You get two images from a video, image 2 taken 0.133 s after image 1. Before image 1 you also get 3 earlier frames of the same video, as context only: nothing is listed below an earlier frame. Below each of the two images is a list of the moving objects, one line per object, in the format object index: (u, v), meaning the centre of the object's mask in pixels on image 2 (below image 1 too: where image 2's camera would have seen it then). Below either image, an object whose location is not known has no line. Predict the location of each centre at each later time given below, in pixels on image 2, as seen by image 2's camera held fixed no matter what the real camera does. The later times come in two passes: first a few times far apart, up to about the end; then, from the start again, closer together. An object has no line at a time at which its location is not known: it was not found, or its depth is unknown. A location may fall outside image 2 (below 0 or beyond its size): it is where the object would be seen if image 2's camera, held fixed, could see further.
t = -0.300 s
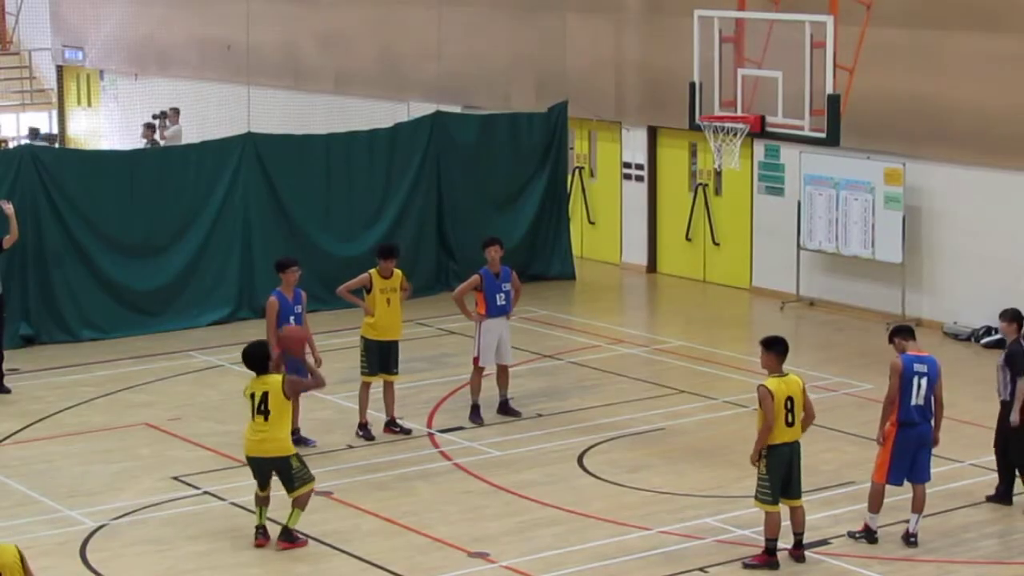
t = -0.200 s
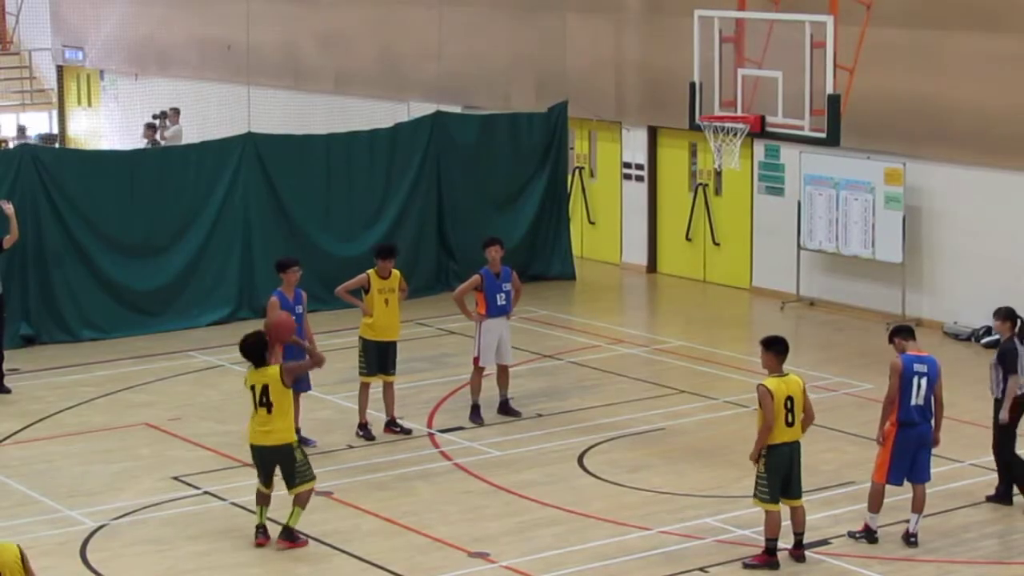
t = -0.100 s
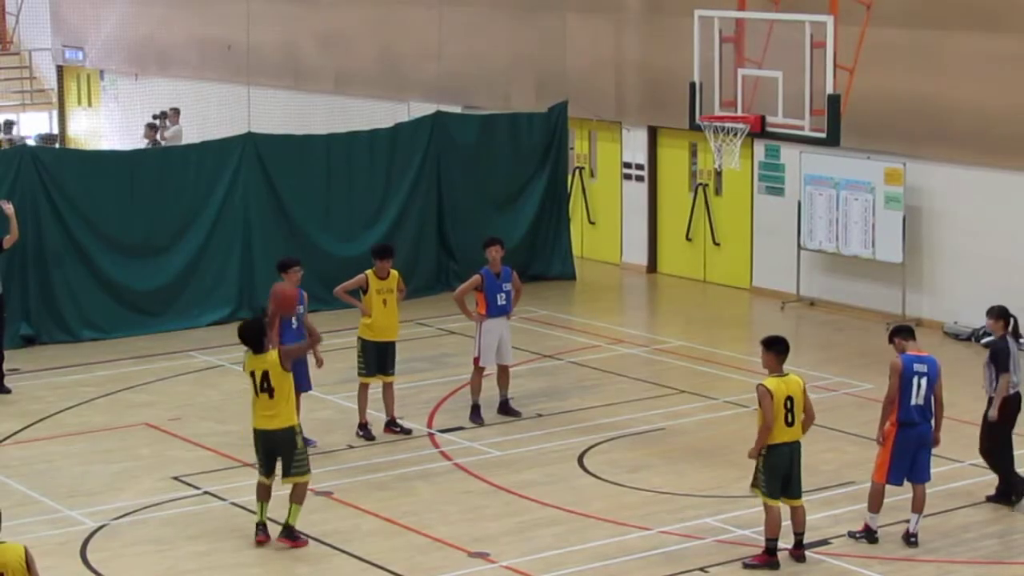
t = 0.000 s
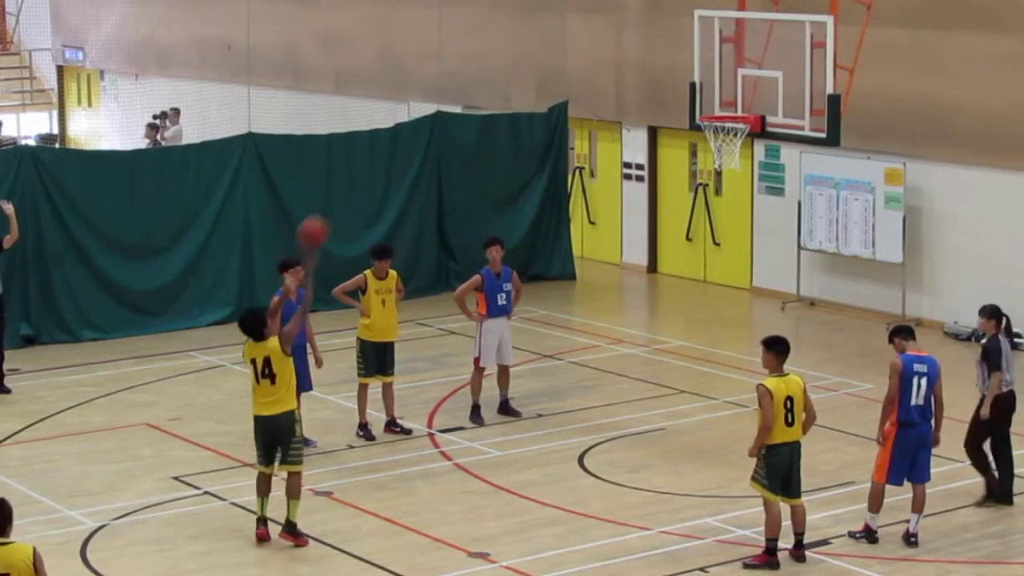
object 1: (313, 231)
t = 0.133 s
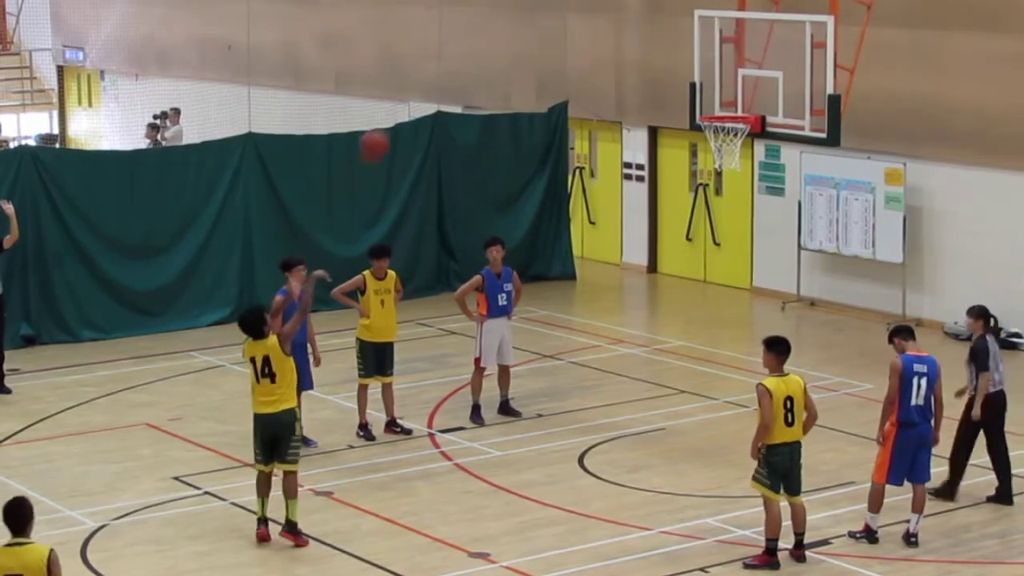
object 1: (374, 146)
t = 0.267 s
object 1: (434, 81)
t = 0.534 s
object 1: (548, 22)
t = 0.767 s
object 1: (642, 38)
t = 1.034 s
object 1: (732, 110)
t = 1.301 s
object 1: (709, 146)
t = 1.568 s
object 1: (680, 206)
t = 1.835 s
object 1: (654, 347)
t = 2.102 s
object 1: (638, 395)
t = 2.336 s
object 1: (635, 312)
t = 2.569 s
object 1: (633, 286)
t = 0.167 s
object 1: (389, 127)
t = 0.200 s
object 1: (403, 111)
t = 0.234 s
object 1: (420, 96)
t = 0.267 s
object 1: (434, 81)
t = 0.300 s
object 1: (448, 70)
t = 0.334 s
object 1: (463, 59)
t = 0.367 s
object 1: (477, 49)
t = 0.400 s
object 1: (492, 40)
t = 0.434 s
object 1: (506, 34)
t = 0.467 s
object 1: (520, 28)
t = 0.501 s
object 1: (534, 25)
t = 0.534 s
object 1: (548, 22)
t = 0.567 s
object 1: (562, 20)
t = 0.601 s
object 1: (575, 20)
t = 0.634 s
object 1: (589, 21)
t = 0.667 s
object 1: (602, 23)
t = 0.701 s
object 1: (615, 27)
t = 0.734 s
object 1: (628, 32)
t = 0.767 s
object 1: (642, 38)
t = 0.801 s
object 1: (654, 46)
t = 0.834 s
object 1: (667, 54)
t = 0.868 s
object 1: (679, 64)
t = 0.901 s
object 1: (692, 76)
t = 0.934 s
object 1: (704, 88)
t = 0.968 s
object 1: (716, 101)
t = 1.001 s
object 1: (728, 109)
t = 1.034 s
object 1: (732, 110)
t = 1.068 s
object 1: (732, 112)
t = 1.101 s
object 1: (729, 128)
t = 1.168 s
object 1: (728, 137)
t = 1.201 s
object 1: (721, 138)
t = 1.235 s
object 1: (715, 142)
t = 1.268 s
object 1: (711, 143)
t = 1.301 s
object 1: (709, 146)
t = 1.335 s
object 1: (706, 149)
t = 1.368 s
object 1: (701, 154)
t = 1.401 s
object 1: (697, 159)
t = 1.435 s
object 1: (694, 165)
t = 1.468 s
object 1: (691, 173)
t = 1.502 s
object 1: (687, 183)
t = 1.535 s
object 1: (684, 194)
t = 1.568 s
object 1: (680, 206)
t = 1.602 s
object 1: (677, 219)
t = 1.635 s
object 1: (674, 234)
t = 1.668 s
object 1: (671, 250)
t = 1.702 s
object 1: (668, 267)
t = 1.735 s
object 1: (664, 286)
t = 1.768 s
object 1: (661, 305)
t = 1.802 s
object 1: (657, 326)
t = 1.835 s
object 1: (654, 347)
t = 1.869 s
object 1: (651, 370)
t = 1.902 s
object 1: (647, 395)
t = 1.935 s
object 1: (644, 421)
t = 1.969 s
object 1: (641, 446)
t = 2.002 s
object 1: (640, 447)
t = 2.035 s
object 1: (638, 430)
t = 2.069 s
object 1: (638, 413)
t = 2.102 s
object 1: (638, 395)
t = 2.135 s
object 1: (637, 380)
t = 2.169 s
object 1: (637, 366)
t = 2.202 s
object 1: (637, 353)
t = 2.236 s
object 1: (636, 341)
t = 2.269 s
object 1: (636, 330)
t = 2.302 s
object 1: (635, 320)
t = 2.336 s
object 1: (635, 312)
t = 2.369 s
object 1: (635, 304)
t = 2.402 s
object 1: (634, 299)
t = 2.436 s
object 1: (634, 293)
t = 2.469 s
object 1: (633, 290)
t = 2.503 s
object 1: (633, 287)
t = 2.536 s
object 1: (633, 286)
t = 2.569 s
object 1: (633, 286)
